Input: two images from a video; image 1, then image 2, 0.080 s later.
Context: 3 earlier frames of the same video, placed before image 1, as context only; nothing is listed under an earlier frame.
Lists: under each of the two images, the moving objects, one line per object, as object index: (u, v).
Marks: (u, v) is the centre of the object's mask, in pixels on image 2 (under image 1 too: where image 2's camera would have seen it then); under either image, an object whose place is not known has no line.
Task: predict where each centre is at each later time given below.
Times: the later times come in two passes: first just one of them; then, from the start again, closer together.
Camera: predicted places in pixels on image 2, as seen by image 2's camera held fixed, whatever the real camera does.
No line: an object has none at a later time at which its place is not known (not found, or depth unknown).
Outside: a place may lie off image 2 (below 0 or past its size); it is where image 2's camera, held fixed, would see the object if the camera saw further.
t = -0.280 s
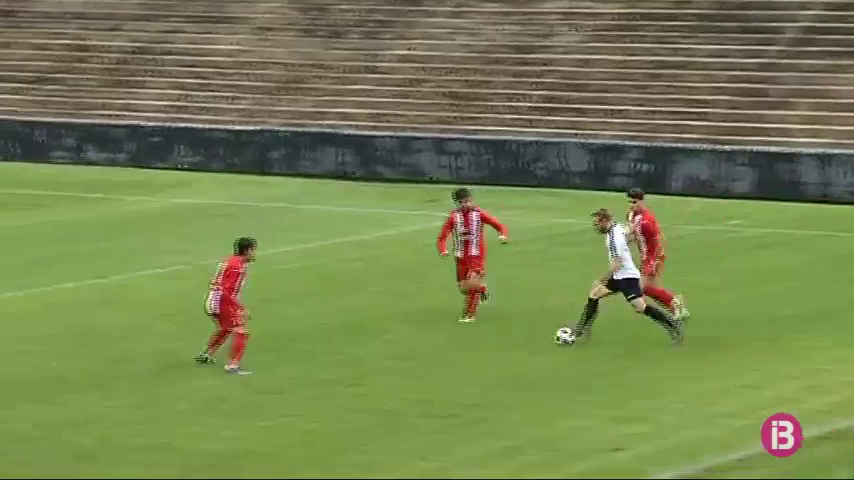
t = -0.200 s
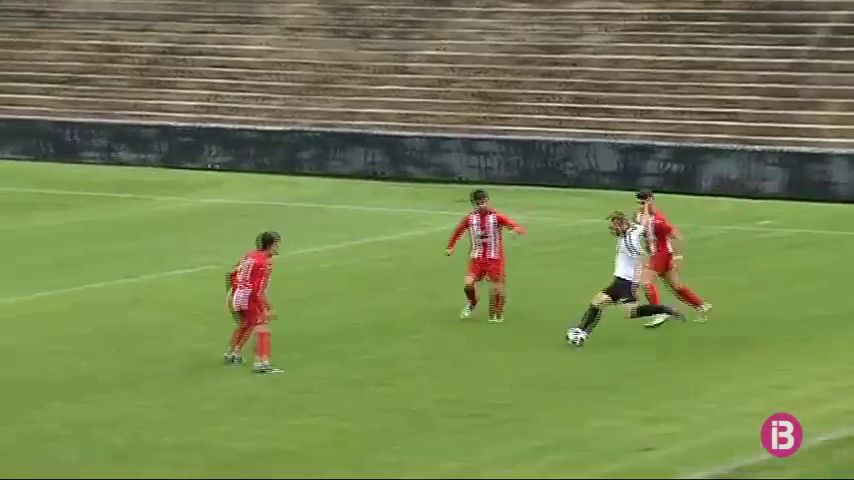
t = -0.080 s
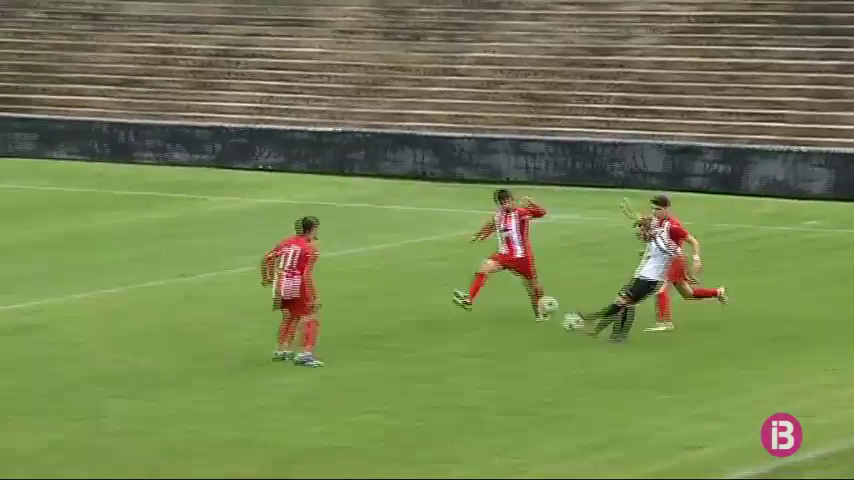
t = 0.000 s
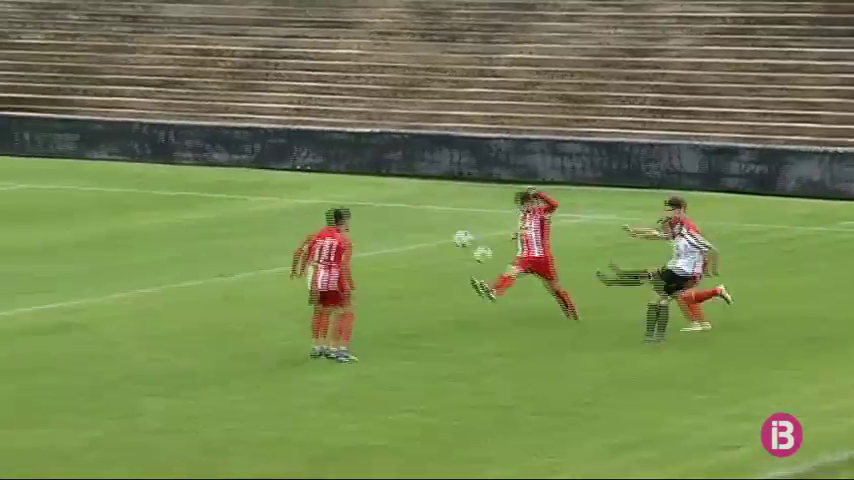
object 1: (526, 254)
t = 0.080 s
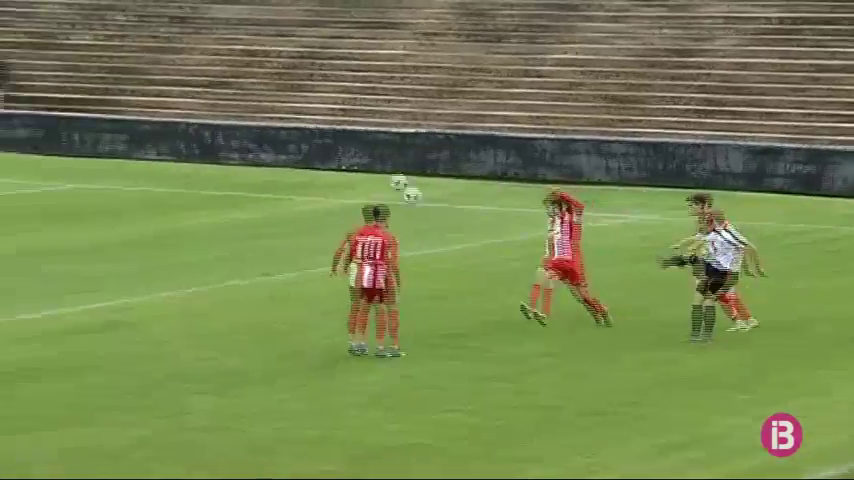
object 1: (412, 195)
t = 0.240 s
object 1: (205, 95)
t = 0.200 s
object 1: (252, 116)
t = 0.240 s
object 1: (205, 95)
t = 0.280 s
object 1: (157, 76)
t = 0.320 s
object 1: (114, 56)
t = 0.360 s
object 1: (70, 40)
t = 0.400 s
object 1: (28, 25)
